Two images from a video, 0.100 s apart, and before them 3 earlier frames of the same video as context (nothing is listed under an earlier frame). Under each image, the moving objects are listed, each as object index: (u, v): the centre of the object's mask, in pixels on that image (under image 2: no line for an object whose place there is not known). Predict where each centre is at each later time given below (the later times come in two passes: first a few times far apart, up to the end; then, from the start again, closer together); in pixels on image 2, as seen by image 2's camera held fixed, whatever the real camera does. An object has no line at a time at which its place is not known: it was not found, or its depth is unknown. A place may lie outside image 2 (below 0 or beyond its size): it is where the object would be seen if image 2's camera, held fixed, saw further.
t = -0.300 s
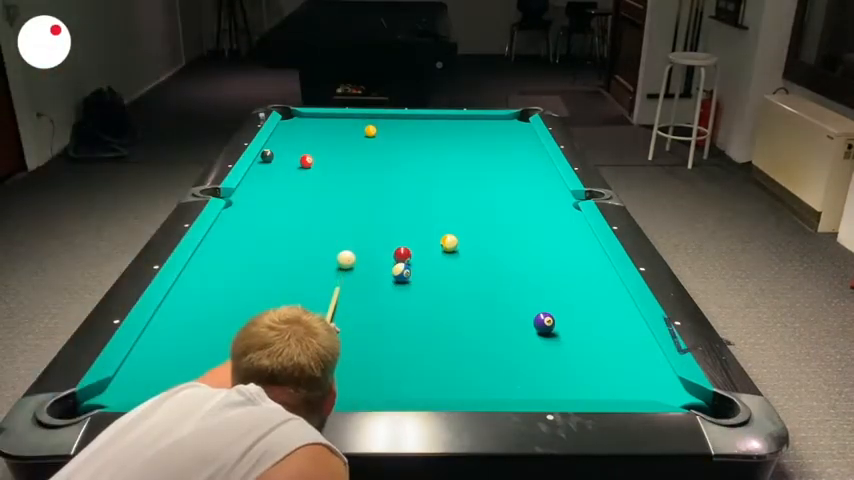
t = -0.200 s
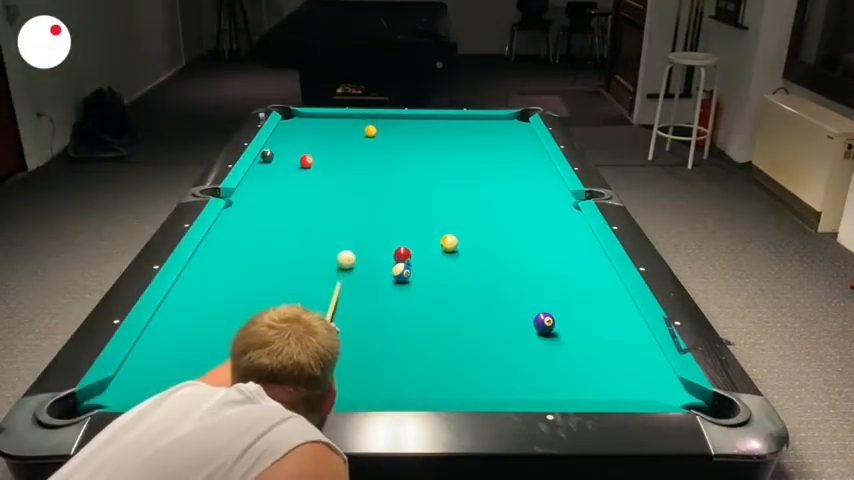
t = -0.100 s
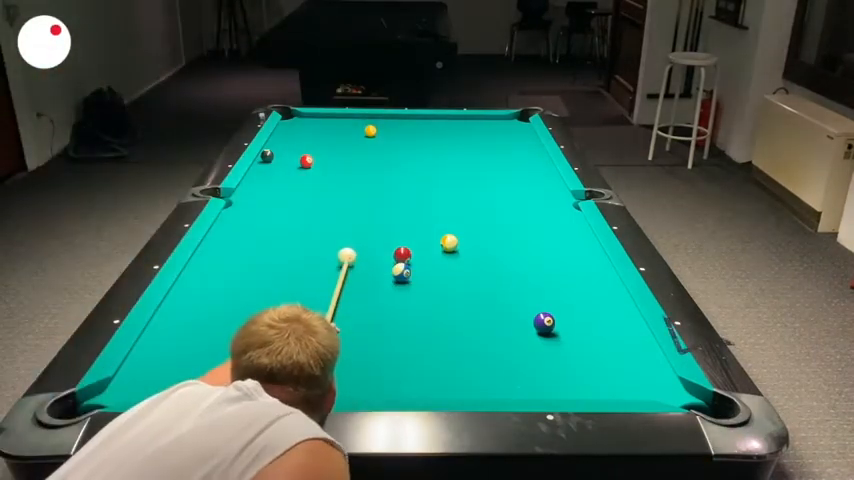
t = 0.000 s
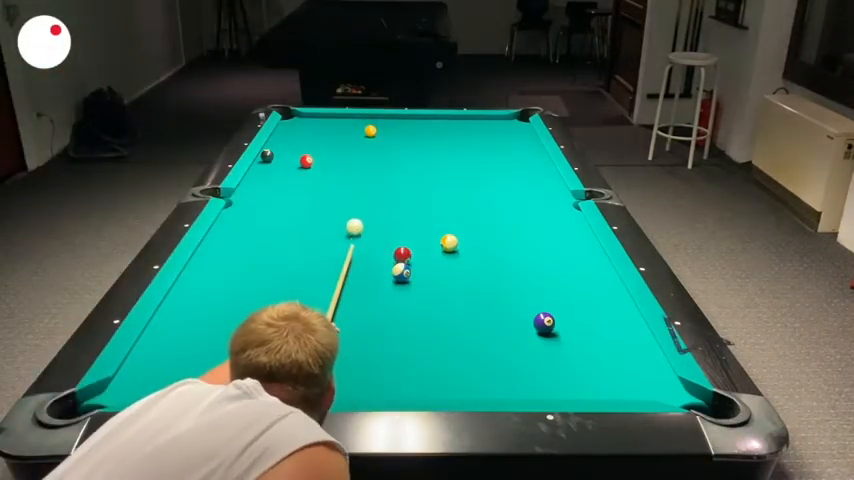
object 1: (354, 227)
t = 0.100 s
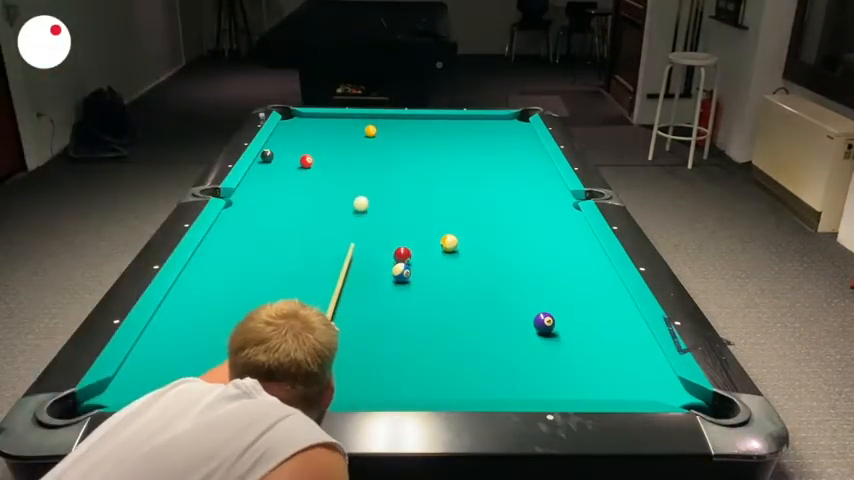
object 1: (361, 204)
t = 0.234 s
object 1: (367, 178)
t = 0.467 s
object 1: (377, 144)
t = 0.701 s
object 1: (403, 121)
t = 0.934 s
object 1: (434, 125)
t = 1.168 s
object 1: (466, 137)
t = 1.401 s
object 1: (500, 151)
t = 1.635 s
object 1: (539, 166)
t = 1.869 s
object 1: (541, 181)
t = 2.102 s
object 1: (525, 195)
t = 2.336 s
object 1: (508, 212)
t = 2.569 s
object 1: (489, 229)
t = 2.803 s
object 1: (469, 247)
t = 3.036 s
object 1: (447, 268)
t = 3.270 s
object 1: (422, 291)
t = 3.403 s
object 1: (410, 305)
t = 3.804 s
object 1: (349, 351)
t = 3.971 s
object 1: (332, 375)
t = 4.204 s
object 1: (301, 384)
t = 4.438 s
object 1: (278, 365)
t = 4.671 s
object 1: (259, 348)
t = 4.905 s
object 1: (242, 332)
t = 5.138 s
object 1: (227, 318)
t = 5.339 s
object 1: (216, 308)
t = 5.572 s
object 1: (204, 297)
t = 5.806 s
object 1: (193, 287)
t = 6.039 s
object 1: (187, 279)
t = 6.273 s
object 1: (199, 274)
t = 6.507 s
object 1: (208, 270)
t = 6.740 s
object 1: (216, 267)
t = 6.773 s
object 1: (217, 266)
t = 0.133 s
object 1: (362, 197)
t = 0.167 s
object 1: (364, 190)
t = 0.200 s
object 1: (366, 184)
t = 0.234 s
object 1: (367, 178)
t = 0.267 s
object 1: (369, 173)
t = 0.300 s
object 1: (370, 167)
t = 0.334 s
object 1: (372, 162)
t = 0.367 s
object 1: (373, 157)
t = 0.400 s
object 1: (374, 152)
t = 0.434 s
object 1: (376, 148)
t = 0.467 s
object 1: (377, 144)
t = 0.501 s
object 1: (378, 140)
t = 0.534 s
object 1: (379, 135)
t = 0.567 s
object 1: (382, 132)
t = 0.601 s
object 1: (388, 129)
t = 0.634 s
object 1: (394, 126)
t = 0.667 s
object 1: (399, 123)
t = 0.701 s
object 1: (403, 121)
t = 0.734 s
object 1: (408, 118)
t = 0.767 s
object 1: (413, 116)
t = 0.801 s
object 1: (417, 117)
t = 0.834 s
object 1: (421, 119)
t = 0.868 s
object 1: (425, 121)
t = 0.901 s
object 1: (429, 123)
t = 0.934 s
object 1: (434, 125)
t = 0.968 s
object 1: (438, 126)
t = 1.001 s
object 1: (443, 128)
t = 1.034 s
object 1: (447, 130)
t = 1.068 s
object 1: (452, 132)
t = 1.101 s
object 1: (456, 134)
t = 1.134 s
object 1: (461, 135)
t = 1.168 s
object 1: (466, 137)
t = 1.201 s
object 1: (470, 139)
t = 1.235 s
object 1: (475, 141)
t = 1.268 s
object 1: (480, 143)
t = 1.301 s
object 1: (485, 145)
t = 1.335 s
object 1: (490, 147)
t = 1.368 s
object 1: (495, 149)
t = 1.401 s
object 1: (500, 151)
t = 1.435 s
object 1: (506, 153)
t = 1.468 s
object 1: (511, 155)
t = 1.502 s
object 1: (517, 157)
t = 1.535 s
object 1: (522, 160)
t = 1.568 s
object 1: (528, 162)
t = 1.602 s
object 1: (533, 164)
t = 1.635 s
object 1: (539, 166)
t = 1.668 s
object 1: (545, 169)
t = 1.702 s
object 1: (551, 171)
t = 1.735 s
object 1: (549, 173)
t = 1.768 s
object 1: (547, 175)
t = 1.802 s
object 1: (545, 177)
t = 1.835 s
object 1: (543, 179)
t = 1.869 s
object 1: (541, 181)
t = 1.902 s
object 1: (539, 183)
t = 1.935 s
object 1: (536, 185)
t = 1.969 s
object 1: (534, 187)
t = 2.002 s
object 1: (532, 189)
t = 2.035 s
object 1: (530, 191)
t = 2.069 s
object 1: (527, 193)
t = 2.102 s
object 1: (525, 195)
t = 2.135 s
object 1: (522, 198)
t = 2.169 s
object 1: (520, 200)
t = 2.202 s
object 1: (518, 202)
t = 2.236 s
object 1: (515, 204)
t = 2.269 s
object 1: (513, 207)
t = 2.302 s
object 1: (511, 209)
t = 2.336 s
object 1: (508, 212)
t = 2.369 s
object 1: (505, 214)
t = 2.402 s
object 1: (503, 216)
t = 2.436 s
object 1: (500, 219)
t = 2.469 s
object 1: (498, 221)
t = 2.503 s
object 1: (495, 224)
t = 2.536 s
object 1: (492, 226)
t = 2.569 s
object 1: (489, 229)
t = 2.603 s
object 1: (486, 231)
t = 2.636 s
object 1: (484, 234)
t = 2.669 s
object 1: (481, 236)
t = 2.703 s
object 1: (478, 239)
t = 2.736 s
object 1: (475, 242)
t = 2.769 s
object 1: (472, 245)
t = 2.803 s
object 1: (469, 247)
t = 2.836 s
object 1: (466, 250)
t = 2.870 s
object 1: (463, 253)
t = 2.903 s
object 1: (460, 256)
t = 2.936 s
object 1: (457, 259)
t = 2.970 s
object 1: (454, 262)
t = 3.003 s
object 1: (450, 265)
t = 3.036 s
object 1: (447, 268)
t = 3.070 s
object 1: (444, 271)
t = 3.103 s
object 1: (440, 274)
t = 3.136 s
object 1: (437, 278)
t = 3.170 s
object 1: (431, 280)
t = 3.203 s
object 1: (430, 284)
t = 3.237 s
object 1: (426, 288)
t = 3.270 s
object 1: (422, 291)
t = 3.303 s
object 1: (419, 294)
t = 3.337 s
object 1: (415, 298)
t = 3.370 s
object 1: (411, 301)
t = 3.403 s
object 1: (410, 305)
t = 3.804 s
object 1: (349, 351)
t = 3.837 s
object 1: (352, 357)
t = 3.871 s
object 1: (347, 361)
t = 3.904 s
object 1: (342, 366)
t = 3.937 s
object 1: (337, 370)
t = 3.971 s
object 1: (332, 375)
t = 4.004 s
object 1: (326, 380)
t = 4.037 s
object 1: (322, 384)
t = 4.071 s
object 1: (317, 388)
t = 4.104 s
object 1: (311, 390)
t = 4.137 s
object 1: (307, 389)
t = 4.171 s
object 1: (304, 387)
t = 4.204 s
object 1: (301, 384)
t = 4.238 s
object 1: (297, 382)
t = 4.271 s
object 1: (294, 380)
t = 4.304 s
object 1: (291, 376)
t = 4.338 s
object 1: (288, 373)
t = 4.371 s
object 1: (284, 371)
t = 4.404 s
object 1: (281, 368)
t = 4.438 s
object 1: (278, 365)
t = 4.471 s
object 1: (275, 363)
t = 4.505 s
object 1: (272, 360)
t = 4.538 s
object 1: (270, 357)
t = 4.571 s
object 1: (267, 355)
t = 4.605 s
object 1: (264, 353)
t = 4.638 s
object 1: (261, 350)
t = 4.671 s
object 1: (259, 348)
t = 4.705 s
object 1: (256, 345)
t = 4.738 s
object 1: (254, 343)
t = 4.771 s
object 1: (251, 341)
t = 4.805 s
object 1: (249, 339)
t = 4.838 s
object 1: (246, 336)
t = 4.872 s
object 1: (244, 334)
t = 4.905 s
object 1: (242, 332)
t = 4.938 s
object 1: (240, 330)
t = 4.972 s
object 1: (238, 328)
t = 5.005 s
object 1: (235, 326)
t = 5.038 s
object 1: (233, 324)
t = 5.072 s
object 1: (231, 322)
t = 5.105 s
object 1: (229, 320)
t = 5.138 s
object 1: (227, 318)
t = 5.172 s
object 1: (225, 316)
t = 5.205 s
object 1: (223, 315)
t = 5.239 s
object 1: (221, 313)
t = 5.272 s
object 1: (220, 311)
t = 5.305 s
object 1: (218, 309)
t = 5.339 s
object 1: (216, 308)
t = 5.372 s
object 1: (214, 306)
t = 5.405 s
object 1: (212, 304)
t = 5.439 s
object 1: (210, 303)
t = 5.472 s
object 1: (209, 301)
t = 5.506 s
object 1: (207, 300)
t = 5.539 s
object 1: (205, 298)
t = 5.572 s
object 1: (204, 297)
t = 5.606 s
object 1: (202, 295)
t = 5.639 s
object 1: (201, 294)
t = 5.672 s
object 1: (199, 293)
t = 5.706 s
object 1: (198, 291)
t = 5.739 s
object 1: (196, 290)
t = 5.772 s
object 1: (195, 289)
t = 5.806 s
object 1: (193, 287)
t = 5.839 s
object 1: (192, 286)
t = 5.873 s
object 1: (191, 285)
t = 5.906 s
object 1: (189, 284)
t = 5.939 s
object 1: (188, 282)
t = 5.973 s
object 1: (186, 281)
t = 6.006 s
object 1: (185, 280)
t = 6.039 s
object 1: (187, 279)
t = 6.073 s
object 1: (189, 279)
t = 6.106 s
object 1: (191, 278)
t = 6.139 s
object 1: (192, 277)
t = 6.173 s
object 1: (194, 276)
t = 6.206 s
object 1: (195, 276)
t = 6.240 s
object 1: (197, 275)
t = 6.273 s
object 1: (199, 274)
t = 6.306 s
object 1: (200, 274)
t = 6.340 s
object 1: (201, 273)
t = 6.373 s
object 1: (203, 272)
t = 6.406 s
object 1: (204, 272)
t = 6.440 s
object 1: (205, 271)
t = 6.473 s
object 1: (207, 270)
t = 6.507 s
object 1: (208, 270)
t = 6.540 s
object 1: (209, 270)
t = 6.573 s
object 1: (210, 269)
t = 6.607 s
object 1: (211, 269)
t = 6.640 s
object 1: (212, 268)
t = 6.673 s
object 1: (213, 268)
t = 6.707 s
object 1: (215, 267)
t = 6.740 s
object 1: (216, 267)
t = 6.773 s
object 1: (217, 266)
